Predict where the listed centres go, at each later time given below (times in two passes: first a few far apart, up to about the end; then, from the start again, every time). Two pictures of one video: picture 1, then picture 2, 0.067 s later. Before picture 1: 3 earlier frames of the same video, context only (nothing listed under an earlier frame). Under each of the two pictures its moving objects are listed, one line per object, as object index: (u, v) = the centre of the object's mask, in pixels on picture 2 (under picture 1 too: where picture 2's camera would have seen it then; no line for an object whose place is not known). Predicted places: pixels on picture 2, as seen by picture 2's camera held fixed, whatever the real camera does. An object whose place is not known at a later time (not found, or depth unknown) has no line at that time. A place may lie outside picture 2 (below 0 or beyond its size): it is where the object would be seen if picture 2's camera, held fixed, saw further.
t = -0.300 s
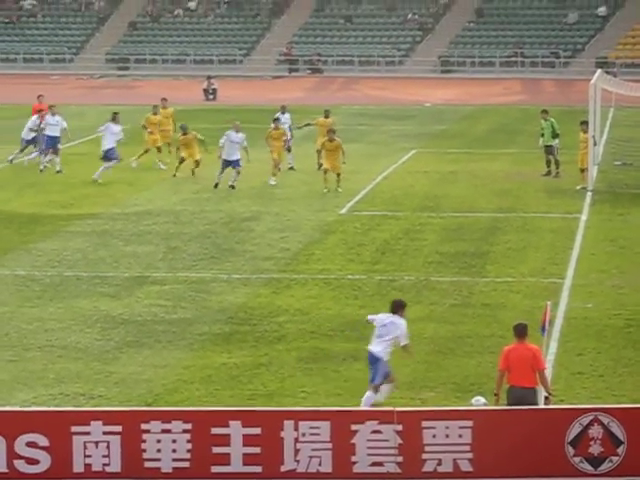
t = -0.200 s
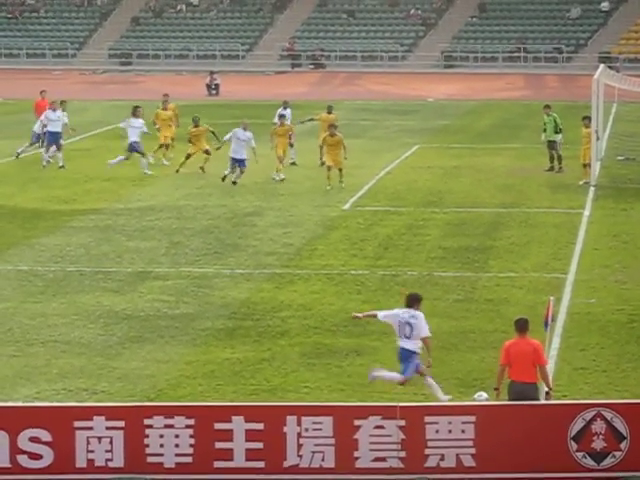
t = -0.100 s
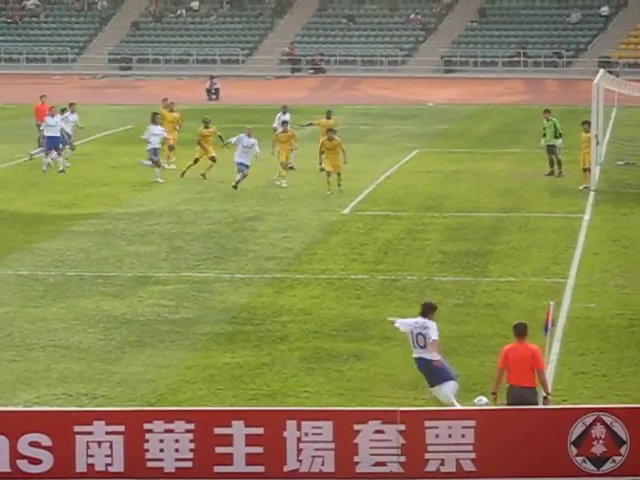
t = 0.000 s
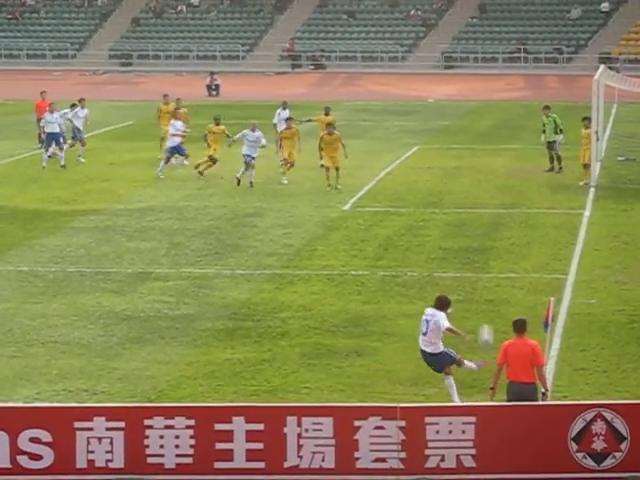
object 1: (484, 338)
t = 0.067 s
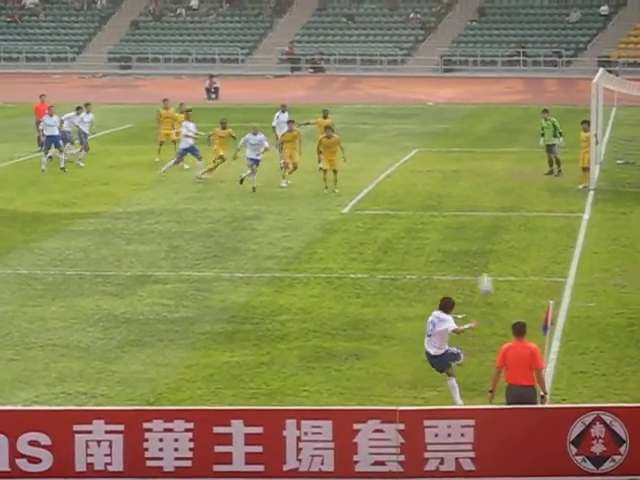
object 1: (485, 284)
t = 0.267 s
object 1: (472, 170)
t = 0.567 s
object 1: (432, 93)
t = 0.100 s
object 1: (484, 261)
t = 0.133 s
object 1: (483, 239)
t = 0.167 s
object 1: (480, 218)
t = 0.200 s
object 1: (478, 200)
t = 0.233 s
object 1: (475, 184)
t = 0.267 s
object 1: (472, 170)
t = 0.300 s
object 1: (468, 156)
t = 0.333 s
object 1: (465, 145)
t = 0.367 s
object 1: (460, 133)
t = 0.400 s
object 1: (456, 123)
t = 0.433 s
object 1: (451, 115)
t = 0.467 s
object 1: (446, 107)
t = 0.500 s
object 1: (441, 101)
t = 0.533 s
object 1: (437, 97)
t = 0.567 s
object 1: (432, 93)
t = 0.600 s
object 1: (427, 89)
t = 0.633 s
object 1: (422, 86)
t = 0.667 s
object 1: (416, 84)
